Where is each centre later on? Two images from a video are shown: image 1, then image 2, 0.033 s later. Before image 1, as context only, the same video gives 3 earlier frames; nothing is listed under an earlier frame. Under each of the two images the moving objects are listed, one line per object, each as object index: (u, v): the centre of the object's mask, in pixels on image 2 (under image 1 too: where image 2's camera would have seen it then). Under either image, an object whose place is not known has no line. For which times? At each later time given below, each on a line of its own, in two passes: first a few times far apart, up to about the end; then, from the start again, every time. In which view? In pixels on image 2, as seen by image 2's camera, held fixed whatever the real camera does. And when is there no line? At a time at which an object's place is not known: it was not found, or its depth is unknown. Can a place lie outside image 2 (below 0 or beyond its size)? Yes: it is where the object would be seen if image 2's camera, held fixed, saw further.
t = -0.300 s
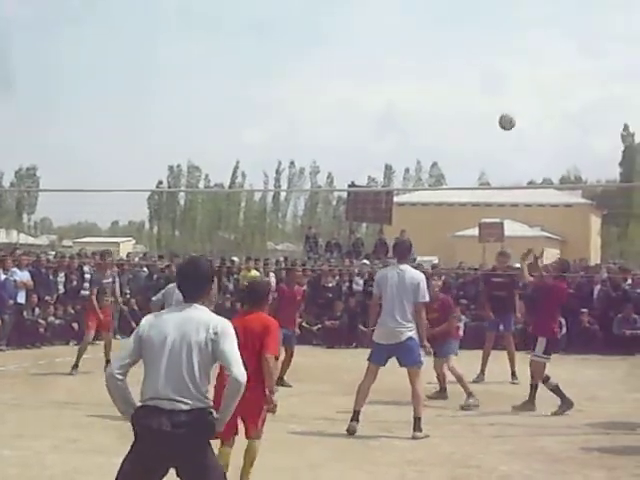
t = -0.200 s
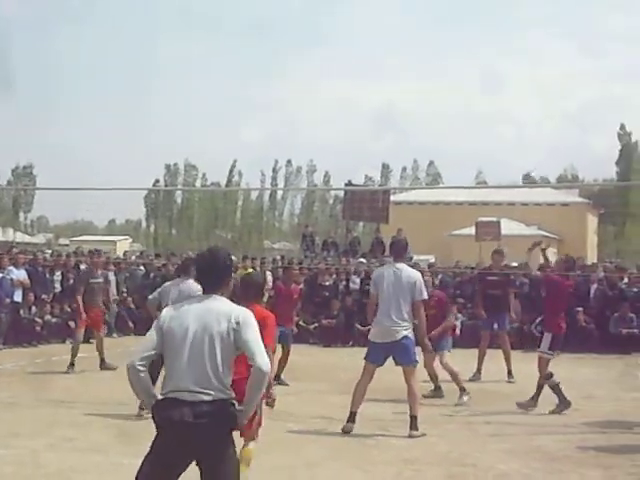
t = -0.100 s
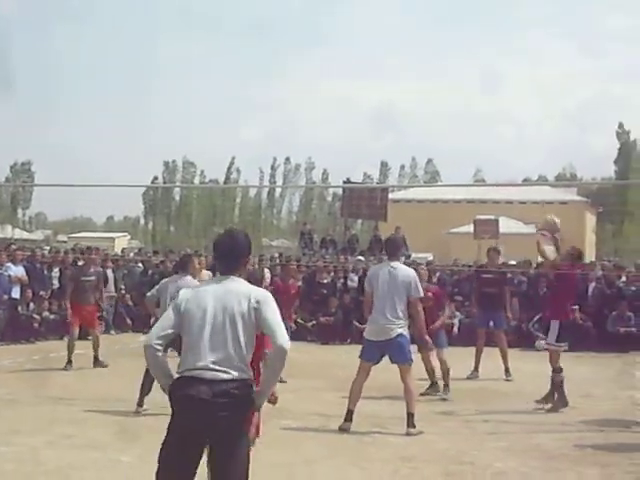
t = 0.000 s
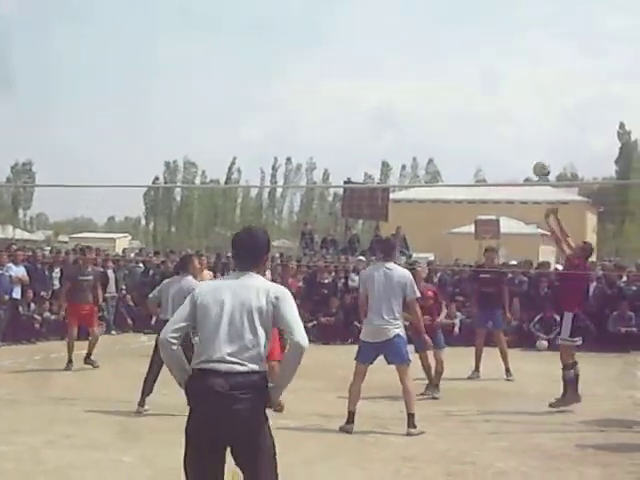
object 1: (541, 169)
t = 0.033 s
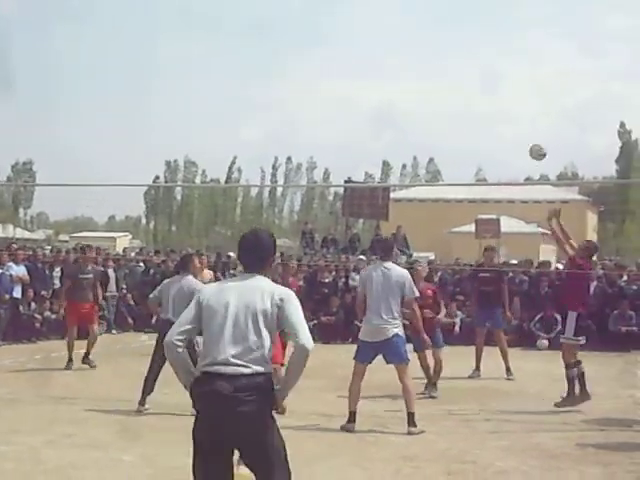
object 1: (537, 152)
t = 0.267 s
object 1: (508, 64)
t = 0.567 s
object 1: (474, 24)
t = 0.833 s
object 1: (445, 50)
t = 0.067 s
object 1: (533, 136)
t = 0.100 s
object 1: (528, 122)
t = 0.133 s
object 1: (524, 108)
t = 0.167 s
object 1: (520, 95)
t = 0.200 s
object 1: (516, 84)
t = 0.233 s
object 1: (512, 74)
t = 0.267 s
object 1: (508, 64)
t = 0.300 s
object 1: (504, 56)
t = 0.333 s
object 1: (500, 48)
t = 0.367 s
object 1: (496, 42)
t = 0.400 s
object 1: (493, 36)
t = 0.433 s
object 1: (489, 32)
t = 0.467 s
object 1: (485, 28)
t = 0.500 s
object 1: (481, 26)
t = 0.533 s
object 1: (477, 25)
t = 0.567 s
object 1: (474, 24)
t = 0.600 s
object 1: (470, 24)
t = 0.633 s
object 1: (466, 25)
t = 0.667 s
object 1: (463, 27)
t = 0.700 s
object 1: (459, 30)
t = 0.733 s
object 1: (456, 33)
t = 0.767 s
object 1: (452, 39)
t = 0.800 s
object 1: (449, 44)
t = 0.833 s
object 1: (445, 50)
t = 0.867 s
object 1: (442, 57)
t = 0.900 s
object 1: (438, 66)
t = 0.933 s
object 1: (435, 74)
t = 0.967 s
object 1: (431, 84)
